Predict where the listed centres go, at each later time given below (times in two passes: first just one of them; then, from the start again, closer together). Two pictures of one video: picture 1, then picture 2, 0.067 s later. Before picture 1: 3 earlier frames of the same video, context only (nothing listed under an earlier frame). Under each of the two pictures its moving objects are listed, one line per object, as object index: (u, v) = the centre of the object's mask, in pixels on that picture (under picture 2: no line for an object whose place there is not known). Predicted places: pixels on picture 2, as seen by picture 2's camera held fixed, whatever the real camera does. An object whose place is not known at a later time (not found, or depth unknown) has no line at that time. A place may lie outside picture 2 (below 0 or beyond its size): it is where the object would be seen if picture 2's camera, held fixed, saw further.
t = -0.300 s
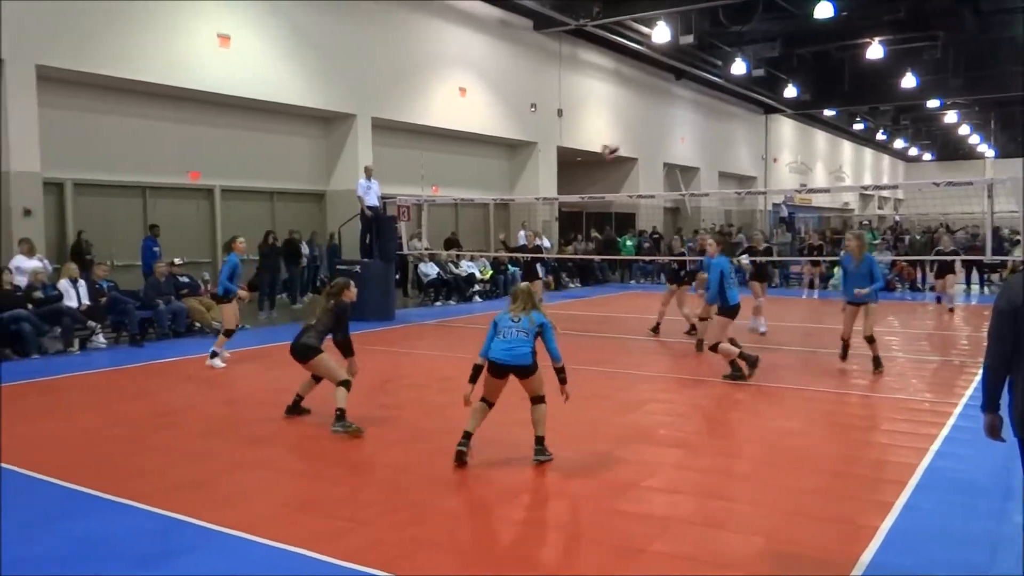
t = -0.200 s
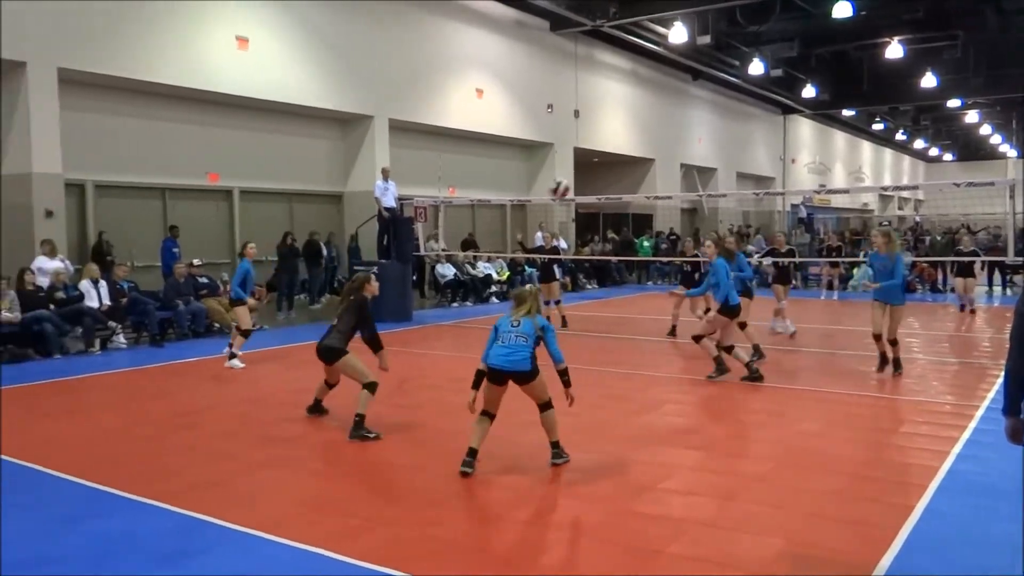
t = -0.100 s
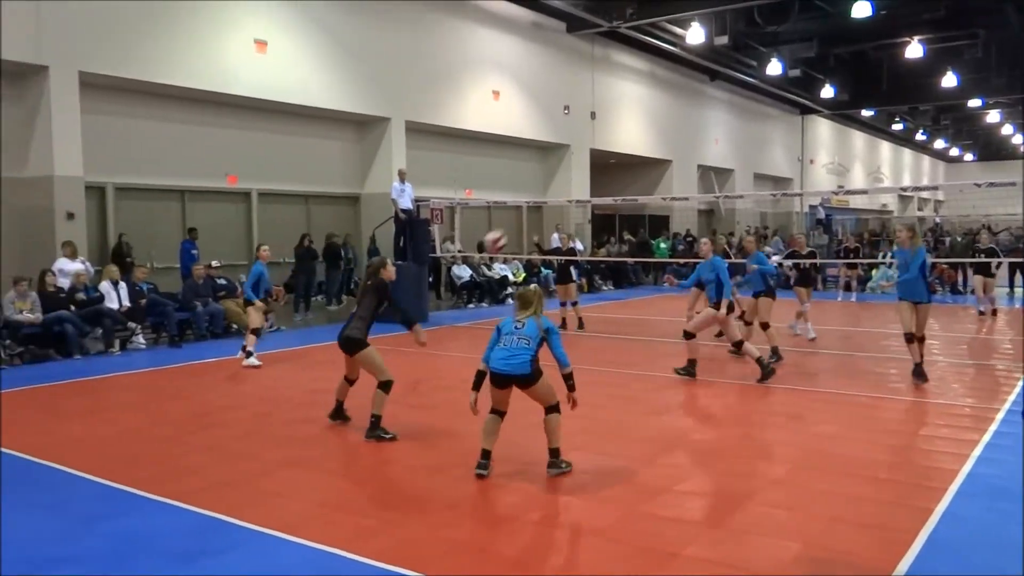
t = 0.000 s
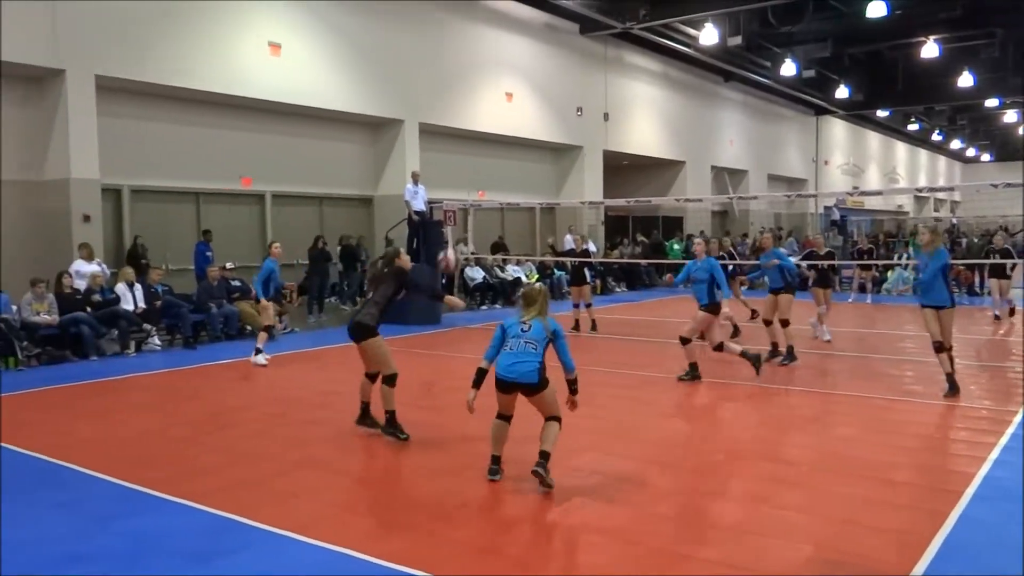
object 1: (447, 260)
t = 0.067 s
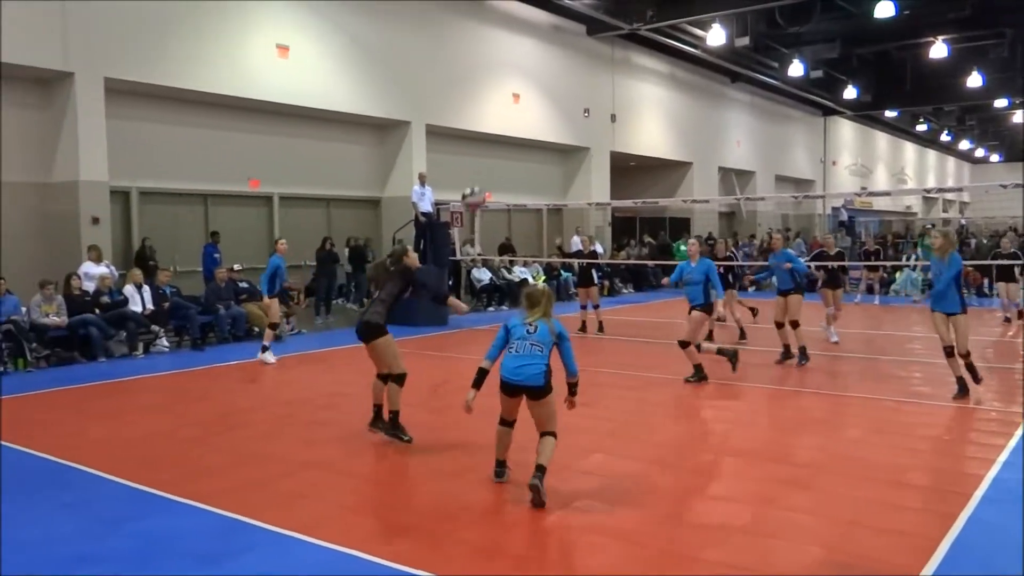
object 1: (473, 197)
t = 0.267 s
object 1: (518, 50)
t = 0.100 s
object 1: (481, 171)
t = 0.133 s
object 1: (488, 143)
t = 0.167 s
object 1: (497, 117)
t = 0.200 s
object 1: (504, 94)
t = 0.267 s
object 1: (518, 50)
